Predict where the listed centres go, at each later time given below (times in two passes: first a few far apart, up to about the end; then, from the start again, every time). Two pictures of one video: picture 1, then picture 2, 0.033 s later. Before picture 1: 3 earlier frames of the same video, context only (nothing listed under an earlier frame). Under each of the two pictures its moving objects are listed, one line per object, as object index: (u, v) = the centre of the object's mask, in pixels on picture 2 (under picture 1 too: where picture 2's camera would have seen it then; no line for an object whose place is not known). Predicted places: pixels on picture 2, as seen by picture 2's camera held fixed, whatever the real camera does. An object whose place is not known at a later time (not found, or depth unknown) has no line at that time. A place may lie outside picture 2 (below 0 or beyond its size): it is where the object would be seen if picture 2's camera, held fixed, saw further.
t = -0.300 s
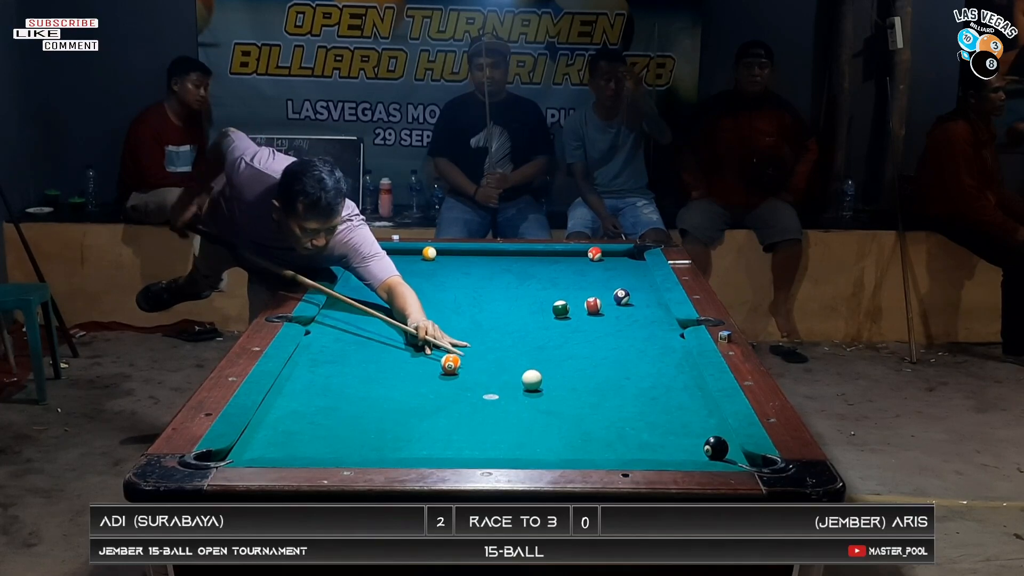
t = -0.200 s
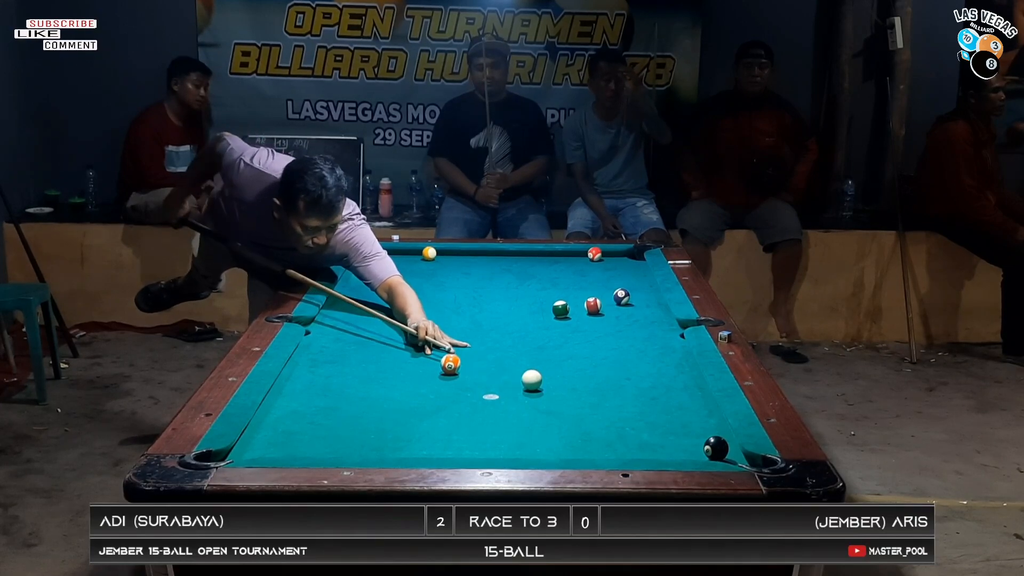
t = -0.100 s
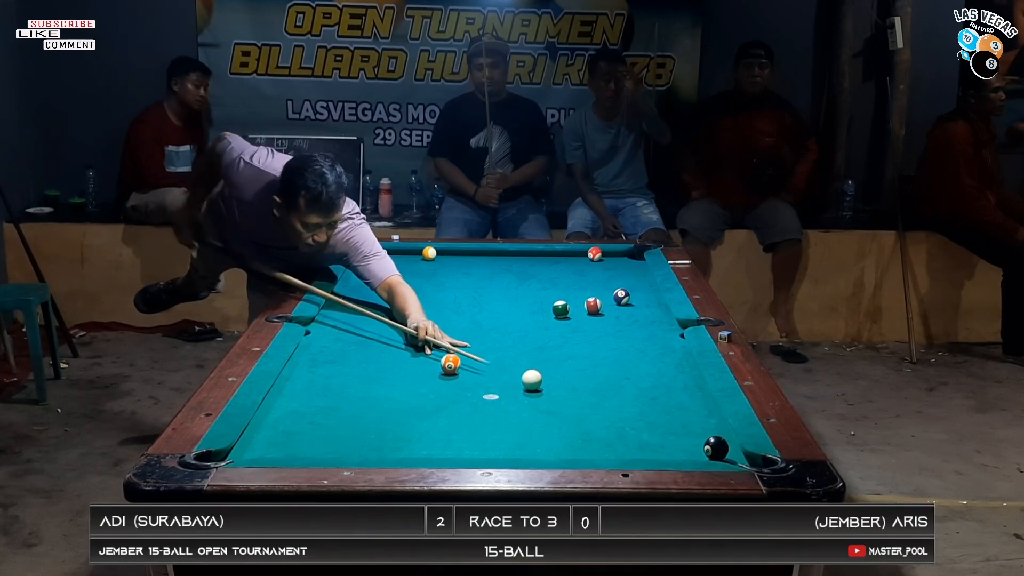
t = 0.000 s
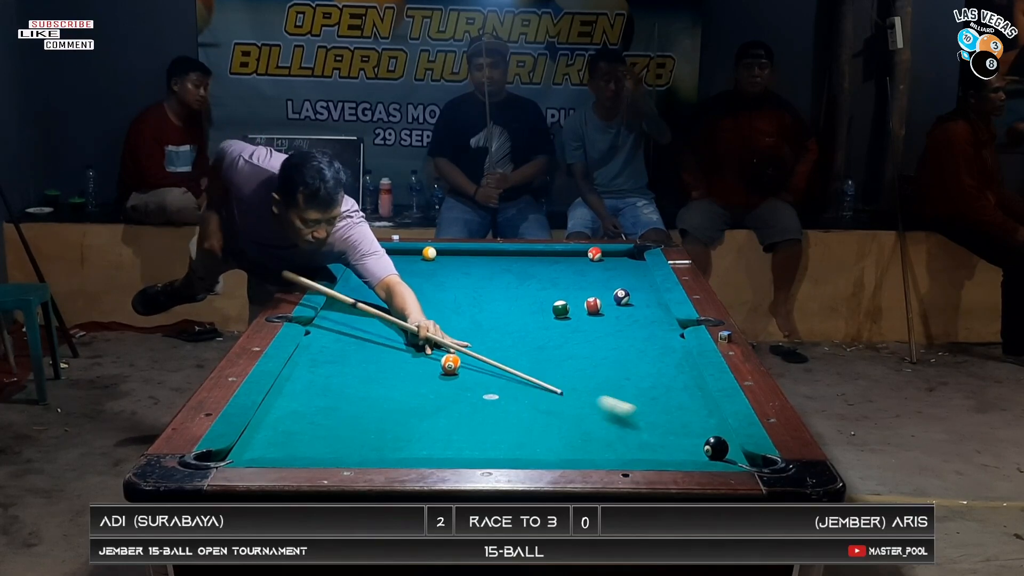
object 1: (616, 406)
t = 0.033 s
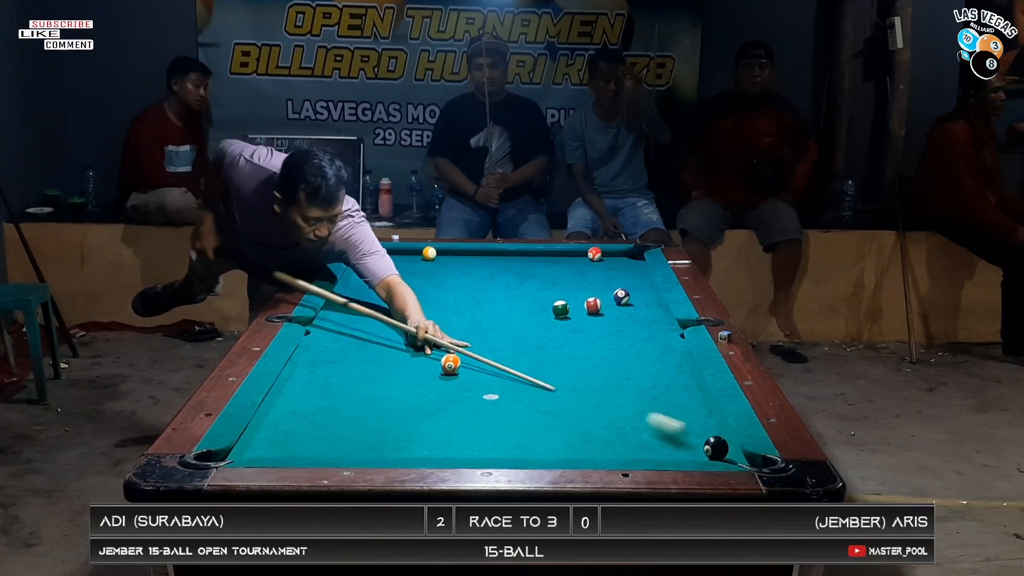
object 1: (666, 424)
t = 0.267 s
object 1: (662, 406)
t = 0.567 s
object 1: (578, 362)
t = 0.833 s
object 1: (519, 332)
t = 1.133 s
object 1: (464, 305)
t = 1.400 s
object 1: (424, 285)
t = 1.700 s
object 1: (385, 266)
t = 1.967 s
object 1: (365, 254)
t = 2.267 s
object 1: (376, 253)
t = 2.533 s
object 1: (376, 258)
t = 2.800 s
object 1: (376, 262)
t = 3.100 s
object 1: (376, 265)
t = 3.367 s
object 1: (378, 269)
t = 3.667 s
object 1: (379, 271)
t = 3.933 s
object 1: (380, 273)
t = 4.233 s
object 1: (381, 274)
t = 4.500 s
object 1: (381, 274)
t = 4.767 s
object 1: (381, 274)
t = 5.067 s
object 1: (381, 274)
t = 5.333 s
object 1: (381, 274)
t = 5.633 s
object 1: (381, 274)
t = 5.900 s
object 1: (381, 274)
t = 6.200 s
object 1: (381, 274)
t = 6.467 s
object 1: (381, 274)
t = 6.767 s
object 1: (381, 274)
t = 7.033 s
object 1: (381, 274)
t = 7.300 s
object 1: (381, 274)
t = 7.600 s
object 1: (381, 274)
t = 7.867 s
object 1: (381, 274)
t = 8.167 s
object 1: (381, 274)
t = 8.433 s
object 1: (381, 274)
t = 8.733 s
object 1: (381, 274)
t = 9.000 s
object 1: (381, 274)
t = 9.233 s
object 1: (381, 274)
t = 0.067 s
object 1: (706, 435)
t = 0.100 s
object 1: (721, 436)
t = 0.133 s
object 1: (707, 430)
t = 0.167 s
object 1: (695, 423)
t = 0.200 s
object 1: (684, 417)
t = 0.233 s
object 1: (673, 411)
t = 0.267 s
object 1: (662, 406)
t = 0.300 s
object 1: (651, 401)
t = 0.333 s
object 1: (642, 396)
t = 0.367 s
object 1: (632, 390)
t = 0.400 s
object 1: (622, 385)
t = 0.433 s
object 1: (613, 381)
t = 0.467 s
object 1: (604, 376)
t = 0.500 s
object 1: (595, 371)
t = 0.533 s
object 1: (586, 367)
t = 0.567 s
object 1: (578, 362)
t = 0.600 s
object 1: (570, 358)
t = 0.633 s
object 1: (562, 354)
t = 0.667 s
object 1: (554, 351)
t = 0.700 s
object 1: (547, 347)
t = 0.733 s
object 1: (540, 343)
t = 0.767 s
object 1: (533, 339)
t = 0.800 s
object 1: (526, 336)
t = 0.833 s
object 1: (519, 332)
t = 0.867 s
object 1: (512, 329)
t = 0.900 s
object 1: (506, 326)
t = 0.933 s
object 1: (499, 323)
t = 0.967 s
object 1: (493, 320)
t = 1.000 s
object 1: (487, 316)
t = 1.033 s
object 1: (481, 314)
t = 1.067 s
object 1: (475, 311)
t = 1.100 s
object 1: (470, 308)
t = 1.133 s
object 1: (464, 305)
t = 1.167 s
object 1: (459, 302)
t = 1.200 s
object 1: (454, 300)
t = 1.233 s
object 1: (448, 297)
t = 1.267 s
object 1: (443, 295)
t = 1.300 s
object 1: (438, 292)
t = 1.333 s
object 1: (433, 290)
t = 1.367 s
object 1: (428, 288)
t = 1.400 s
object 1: (424, 285)
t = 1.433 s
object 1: (419, 283)
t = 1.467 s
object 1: (415, 281)
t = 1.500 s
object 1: (410, 278)
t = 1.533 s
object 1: (406, 276)
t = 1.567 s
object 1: (401, 274)
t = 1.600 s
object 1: (397, 272)
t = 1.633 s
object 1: (393, 270)
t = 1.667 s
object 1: (389, 268)
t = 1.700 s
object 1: (385, 266)
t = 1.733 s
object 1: (381, 265)
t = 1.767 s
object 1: (377, 263)
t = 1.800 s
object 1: (373, 261)
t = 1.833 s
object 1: (369, 259)
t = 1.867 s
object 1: (365, 257)
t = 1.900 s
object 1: (362, 255)
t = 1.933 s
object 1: (363, 254)
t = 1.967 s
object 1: (365, 254)
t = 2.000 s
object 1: (368, 253)
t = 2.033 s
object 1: (371, 252)
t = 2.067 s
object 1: (373, 251)
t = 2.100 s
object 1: (375, 250)
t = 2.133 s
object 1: (375, 251)
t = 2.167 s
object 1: (375, 251)
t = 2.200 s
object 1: (375, 252)
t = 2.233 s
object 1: (375, 253)
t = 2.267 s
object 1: (376, 253)
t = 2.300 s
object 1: (376, 254)
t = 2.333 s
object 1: (376, 254)
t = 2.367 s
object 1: (376, 255)
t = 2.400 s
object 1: (376, 256)
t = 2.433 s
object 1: (376, 256)
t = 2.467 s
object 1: (376, 257)
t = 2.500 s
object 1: (376, 257)
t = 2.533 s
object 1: (376, 258)
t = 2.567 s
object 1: (376, 258)
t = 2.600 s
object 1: (376, 259)
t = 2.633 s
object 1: (376, 259)
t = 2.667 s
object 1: (376, 260)
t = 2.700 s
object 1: (376, 260)
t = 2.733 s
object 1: (376, 261)
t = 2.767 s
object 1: (376, 261)
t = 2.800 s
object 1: (376, 262)
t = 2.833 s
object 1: (376, 262)
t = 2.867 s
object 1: (376, 262)
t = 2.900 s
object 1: (376, 263)
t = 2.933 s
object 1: (376, 263)
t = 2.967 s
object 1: (376, 264)
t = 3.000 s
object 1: (376, 264)
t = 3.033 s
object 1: (376, 265)
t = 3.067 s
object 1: (376, 265)
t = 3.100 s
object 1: (376, 265)
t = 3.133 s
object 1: (377, 266)
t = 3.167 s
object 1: (377, 266)
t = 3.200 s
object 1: (377, 267)
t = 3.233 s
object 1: (377, 267)
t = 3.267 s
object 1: (377, 268)
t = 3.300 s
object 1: (378, 268)
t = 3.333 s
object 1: (378, 268)
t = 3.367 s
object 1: (378, 269)
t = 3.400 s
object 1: (378, 269)
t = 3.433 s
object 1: (378, 269)
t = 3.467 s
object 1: (379, 269)
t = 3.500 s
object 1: (379, 270)
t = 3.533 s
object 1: (379, 270)
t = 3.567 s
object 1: (379, 270)
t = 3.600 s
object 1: (379, 271)
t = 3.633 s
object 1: (379, 271)
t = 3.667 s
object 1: (379, 271)
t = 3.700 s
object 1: (380, 271)
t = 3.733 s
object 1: (380, 271)
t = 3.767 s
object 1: (380, 272)
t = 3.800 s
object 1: (380, 272)
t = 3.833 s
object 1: (380, 272)
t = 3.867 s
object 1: (380, 272)
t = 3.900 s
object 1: (380, 272)
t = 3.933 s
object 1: (380, 273)
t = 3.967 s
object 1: (381, 273)
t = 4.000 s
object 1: (381, 273)
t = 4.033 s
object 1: (381, 273)
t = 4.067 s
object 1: (381, 273)
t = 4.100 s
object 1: (381, 273)
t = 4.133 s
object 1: (381, 273)
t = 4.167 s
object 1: (381, 273)
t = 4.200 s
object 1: (381, 274)
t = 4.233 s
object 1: (381, 274)
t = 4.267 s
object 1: (381, 274)
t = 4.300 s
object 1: (381, 274)
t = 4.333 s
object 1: (381, 274)
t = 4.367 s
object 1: (381, 274)
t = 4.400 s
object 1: (381, 274)
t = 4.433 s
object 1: (381, 274)
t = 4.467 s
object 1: (381, 274)
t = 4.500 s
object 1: (381, 274)
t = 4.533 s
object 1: (381, 274)
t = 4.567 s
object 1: (381, 274)
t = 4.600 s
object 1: (381, 274)
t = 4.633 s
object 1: (381, 274)
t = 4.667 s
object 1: (381, 274)
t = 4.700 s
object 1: (381, 274)
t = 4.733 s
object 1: (381, 274)
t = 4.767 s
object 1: (381, 274)
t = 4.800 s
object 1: (381, 274)
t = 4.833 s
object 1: (381, 274)
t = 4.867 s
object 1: (381, 274)
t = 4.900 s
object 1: (381, 274)
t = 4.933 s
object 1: (381, 274)
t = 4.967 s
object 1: (381, 274)
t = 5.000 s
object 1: (381, 274)
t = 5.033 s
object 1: (381, 274)
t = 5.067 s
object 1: (381, 274)
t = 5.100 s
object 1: (381, 274)
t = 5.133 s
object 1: (381, 274)
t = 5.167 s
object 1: (381, 274)
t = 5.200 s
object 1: (381, 274)
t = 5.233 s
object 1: (381, 274)
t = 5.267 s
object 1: (381, 274)
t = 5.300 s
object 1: (381, 274)
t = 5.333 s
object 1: (381, 274)
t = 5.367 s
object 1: (381, 274)
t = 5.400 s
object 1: (381, 274)
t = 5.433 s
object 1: (381, 274)
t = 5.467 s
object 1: (381, 274)
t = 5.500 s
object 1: (381, 274)
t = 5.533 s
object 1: (381, 274)
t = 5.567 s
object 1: (381, 274)
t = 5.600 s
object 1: (381, 274)
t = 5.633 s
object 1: (381, 274)
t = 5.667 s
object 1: (381, 274)
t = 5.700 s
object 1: (381, 274)
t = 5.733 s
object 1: (381, 274)
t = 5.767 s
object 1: (381, 274)
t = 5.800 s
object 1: (381, 274)
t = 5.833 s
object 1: (381, 274)
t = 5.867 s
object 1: (381, 274)
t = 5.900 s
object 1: (381, 274)
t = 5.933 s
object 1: (381, 274)
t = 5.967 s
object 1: (381, 274)
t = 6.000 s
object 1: (381, 274)
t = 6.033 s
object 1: (381, 274)
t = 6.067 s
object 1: (381, 274)
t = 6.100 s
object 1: (381, 274)
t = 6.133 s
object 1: (381, 274)
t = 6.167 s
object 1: (381, 274)
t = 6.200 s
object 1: (381, 274)
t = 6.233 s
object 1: (381, 274)
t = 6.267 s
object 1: (381, 274)
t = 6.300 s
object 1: (381, 274)
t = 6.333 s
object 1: (381, 274)
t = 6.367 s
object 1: (381, 274)
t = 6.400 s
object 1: (381, 274)
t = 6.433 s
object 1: (381, 274)
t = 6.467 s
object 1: (381, 274)
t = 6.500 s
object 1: (381, 274)
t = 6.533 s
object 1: (381, 274)
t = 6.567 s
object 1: (381, 274)
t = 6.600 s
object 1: (381, 274)
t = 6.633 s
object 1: (381, 274)
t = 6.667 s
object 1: (381, 274)
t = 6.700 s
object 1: (381, 274)
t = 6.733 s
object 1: (381, 274)
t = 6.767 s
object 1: (381, 274)
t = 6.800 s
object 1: (381, 274)
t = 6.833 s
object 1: (381, 274)
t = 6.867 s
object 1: (381, 274)
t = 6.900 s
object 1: (381, 274)
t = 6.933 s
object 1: (381, 274)
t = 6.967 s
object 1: (381, 274)
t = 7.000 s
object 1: (381, 274)
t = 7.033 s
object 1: (381, 274)
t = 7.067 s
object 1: (381, 274)
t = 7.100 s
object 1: (381, 274)
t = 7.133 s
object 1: (381, 274)
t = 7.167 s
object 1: (381, 274)
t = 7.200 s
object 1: (381, 274)
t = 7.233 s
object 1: (381, 274)
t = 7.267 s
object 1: (381, 274)
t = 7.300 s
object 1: (381, 274)
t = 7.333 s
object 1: (381, 274)
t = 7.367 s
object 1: (381, 274)
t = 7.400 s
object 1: (381, 274)
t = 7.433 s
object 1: (381, 274)
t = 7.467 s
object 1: (381, 274)
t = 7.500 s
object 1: (381, 274)
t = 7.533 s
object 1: (381, 274)
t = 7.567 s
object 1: (381, 274)
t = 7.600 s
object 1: (381, 274)
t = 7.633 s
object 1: (381, 274)
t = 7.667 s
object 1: (381, 274)
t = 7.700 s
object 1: (381, 274)
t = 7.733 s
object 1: (381, 274)
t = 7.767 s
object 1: (381, 274)
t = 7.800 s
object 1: (381, 274)
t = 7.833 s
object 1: (381, 274)
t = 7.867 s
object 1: (381, 274)
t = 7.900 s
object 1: (381, 274)
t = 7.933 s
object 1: (381, 274)
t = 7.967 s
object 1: (381, 274)
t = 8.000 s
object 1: (381, 274)
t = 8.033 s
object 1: (381, 274)
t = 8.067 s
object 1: (381, 274)
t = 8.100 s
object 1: (381, 274)
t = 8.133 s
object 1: (381, 274)
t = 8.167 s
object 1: (381, 274)
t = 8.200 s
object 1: (381, 274)
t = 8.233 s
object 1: (381, 274)
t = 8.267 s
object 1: (381, 274)
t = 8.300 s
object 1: (381, 274)
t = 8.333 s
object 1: (381, 274)
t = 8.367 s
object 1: (381, 274)
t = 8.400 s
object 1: (381, 274)
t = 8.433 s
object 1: (381, 274)
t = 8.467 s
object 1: (381, 274)
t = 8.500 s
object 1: (381, 274)
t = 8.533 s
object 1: (381, 274)
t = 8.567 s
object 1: (381, 274)
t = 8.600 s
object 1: (381, 274)
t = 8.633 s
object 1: (381, 274)
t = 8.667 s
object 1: (381, 274)
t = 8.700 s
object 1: (381, 274)
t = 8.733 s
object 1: (381, 274)
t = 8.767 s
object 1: (381, 274)
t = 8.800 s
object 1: (381, 274)
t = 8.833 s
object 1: (381, 274)
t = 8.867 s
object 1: (381, 274)
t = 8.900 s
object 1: (381, 274)
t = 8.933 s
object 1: (381, 274)
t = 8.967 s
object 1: (381, 274)
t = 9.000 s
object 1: (381, 274)
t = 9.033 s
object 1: (381, 274)
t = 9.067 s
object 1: (381, 274)
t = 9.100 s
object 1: (381, 274)
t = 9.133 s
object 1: (381, 274)
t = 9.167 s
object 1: (381, 274)
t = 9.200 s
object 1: (381, 274)
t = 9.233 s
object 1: (381, 274)
